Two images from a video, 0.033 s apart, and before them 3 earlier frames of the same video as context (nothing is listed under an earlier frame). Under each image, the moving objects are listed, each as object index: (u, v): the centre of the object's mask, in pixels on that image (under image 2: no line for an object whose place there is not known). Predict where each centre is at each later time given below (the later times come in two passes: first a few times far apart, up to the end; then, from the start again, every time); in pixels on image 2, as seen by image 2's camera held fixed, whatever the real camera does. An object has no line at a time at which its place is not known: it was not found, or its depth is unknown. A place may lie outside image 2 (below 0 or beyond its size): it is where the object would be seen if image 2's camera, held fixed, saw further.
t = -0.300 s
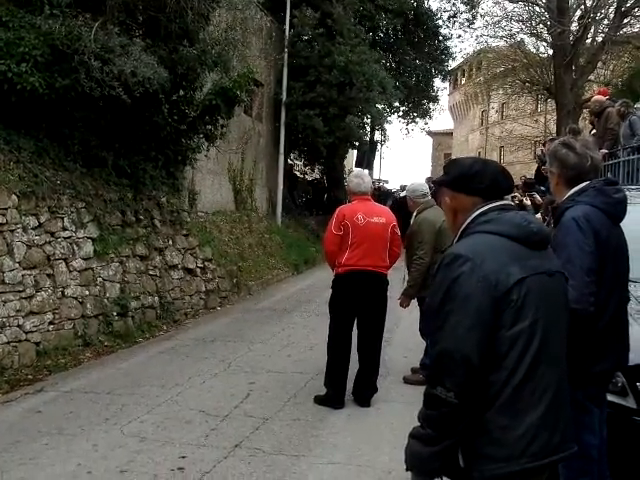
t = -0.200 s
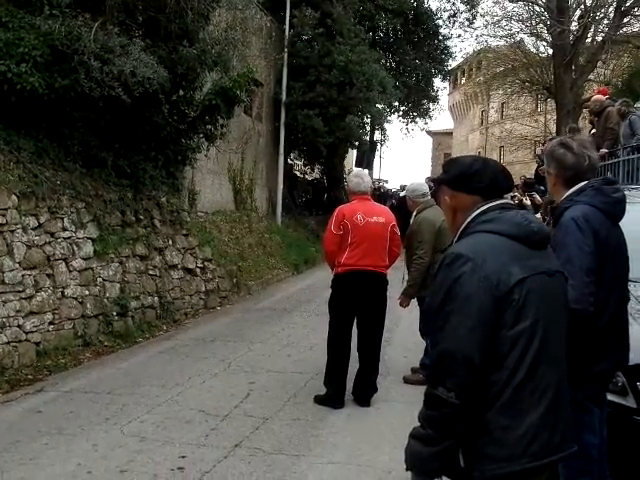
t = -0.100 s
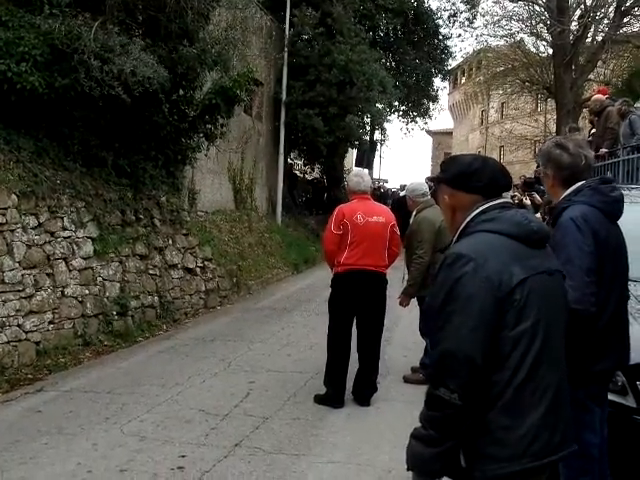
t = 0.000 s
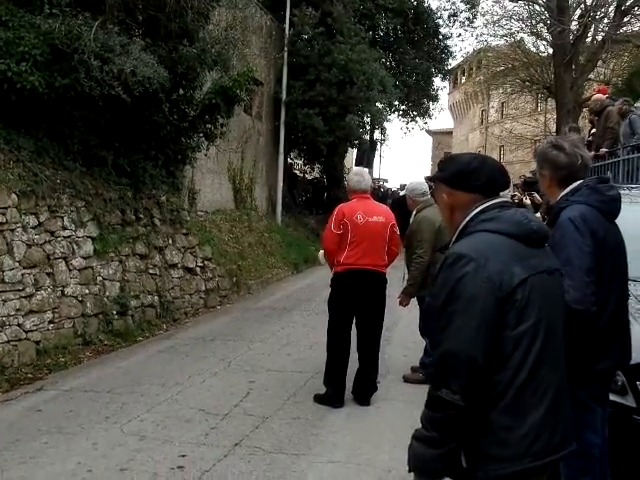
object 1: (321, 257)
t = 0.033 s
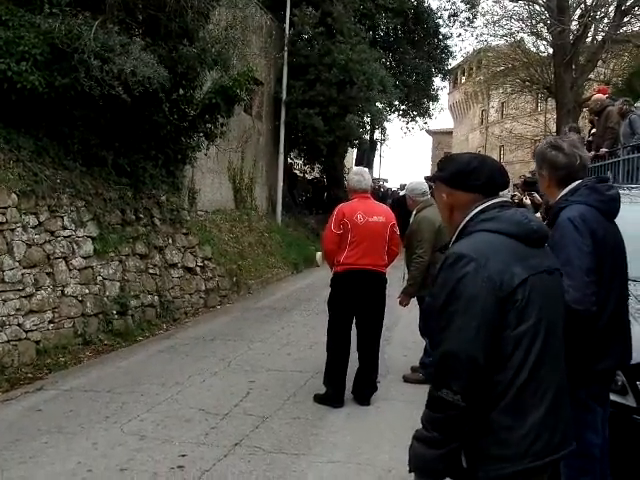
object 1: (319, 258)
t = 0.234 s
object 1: (295, 265)
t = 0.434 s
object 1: (273, 275)
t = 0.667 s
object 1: (244, 288)
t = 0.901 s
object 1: (203, 304)
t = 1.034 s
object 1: (169, 308)
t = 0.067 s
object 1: (315, 258)
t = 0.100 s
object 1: (311, 257)
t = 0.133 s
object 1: (308, 258)
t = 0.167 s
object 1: (304, 260)
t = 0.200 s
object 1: (300, 262)
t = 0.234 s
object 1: (295, 265)
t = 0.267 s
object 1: (291, 267)
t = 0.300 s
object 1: (287, 269)
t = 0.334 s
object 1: (284, 271)
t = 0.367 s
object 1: (281, 271)
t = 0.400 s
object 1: (277, 273)
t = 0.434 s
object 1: (273, 275)
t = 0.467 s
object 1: (268, 277)
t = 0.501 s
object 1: (265, 278)
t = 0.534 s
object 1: (262, 280)
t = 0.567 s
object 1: (257, 283)
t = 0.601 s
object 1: (252, 285)
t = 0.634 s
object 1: (249, 286)
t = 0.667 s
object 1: (244, 288)
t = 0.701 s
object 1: (239, 291)
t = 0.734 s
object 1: (234, 292)
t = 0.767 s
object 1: (229, 294)
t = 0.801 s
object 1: (224, 296)
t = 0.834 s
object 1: (216, 299)
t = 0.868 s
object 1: (210, 301)
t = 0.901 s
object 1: (203, 304)
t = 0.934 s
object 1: (195, 304)
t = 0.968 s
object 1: (187, 305)
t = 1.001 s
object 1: (178, 306)
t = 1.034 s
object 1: (169, 308)
